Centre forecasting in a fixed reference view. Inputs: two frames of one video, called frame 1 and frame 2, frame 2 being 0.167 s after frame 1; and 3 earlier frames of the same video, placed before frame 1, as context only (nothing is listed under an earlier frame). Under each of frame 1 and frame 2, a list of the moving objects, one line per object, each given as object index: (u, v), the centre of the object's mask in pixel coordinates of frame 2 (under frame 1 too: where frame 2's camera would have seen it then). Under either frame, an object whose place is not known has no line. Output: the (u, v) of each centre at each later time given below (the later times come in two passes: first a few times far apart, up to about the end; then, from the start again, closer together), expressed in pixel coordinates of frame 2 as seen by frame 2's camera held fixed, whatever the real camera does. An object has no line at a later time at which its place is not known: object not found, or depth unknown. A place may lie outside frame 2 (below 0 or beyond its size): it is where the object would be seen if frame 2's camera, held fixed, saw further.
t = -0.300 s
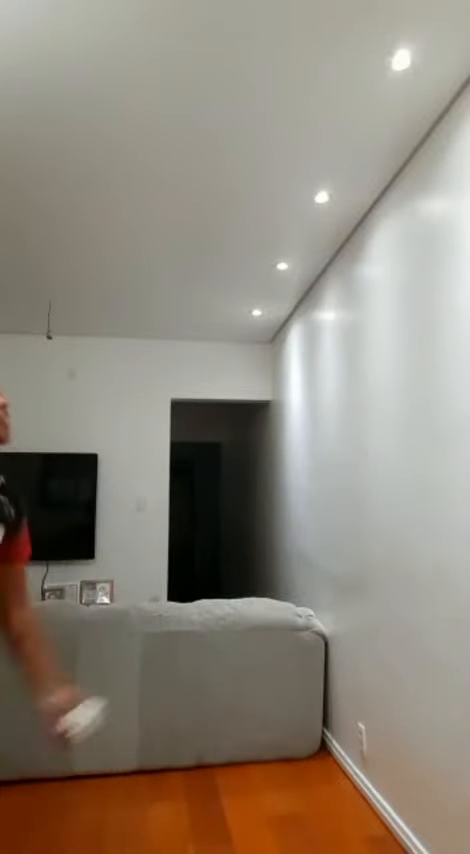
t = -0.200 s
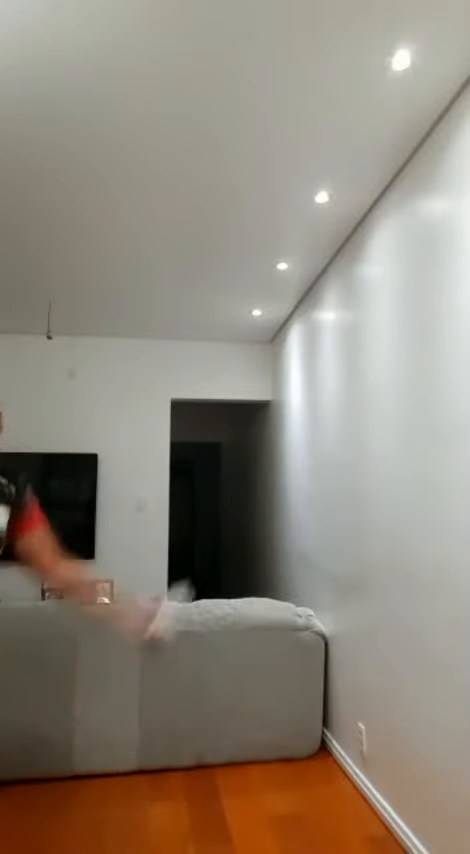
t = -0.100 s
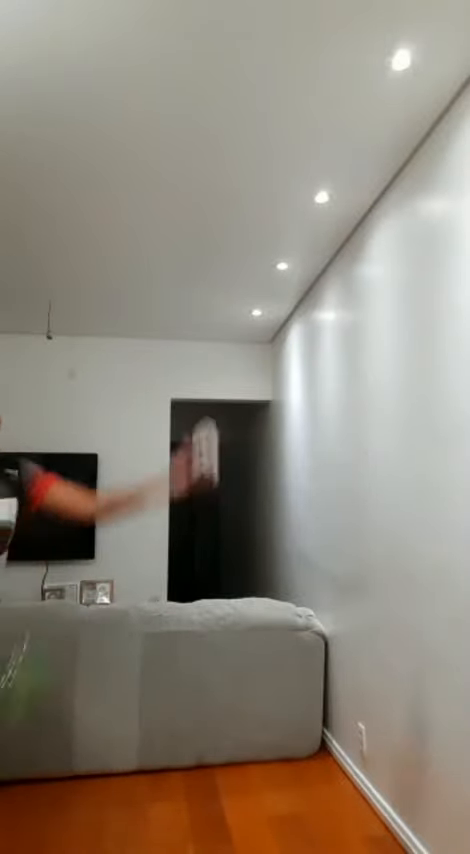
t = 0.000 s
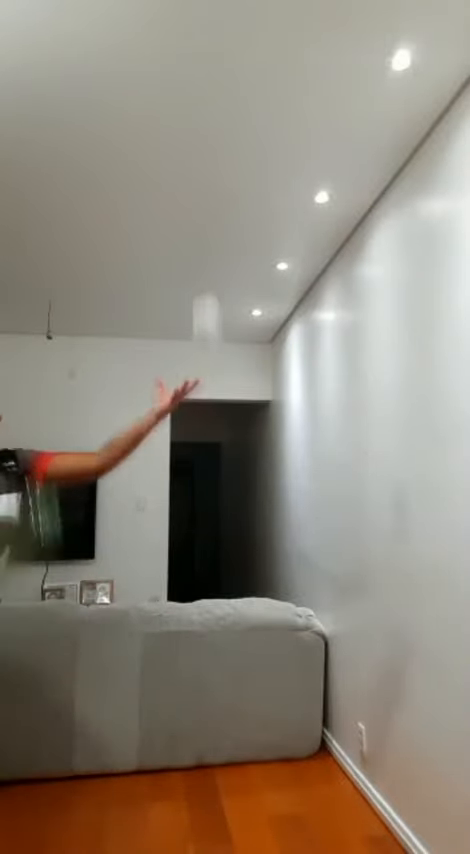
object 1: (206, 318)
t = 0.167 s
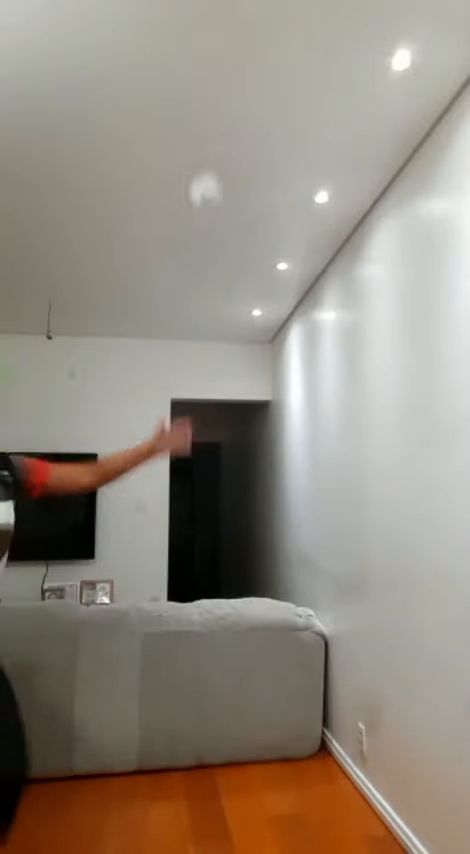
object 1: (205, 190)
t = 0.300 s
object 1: (206, 161)
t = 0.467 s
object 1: (206, 174)
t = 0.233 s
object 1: (206, 176)
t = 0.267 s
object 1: (205, 166)
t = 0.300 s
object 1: (206, 161)
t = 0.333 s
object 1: (205, 157)
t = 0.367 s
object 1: (206, 157)
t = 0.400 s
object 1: (206, 158)
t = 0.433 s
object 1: (206, 164)
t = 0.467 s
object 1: (206, 174)
